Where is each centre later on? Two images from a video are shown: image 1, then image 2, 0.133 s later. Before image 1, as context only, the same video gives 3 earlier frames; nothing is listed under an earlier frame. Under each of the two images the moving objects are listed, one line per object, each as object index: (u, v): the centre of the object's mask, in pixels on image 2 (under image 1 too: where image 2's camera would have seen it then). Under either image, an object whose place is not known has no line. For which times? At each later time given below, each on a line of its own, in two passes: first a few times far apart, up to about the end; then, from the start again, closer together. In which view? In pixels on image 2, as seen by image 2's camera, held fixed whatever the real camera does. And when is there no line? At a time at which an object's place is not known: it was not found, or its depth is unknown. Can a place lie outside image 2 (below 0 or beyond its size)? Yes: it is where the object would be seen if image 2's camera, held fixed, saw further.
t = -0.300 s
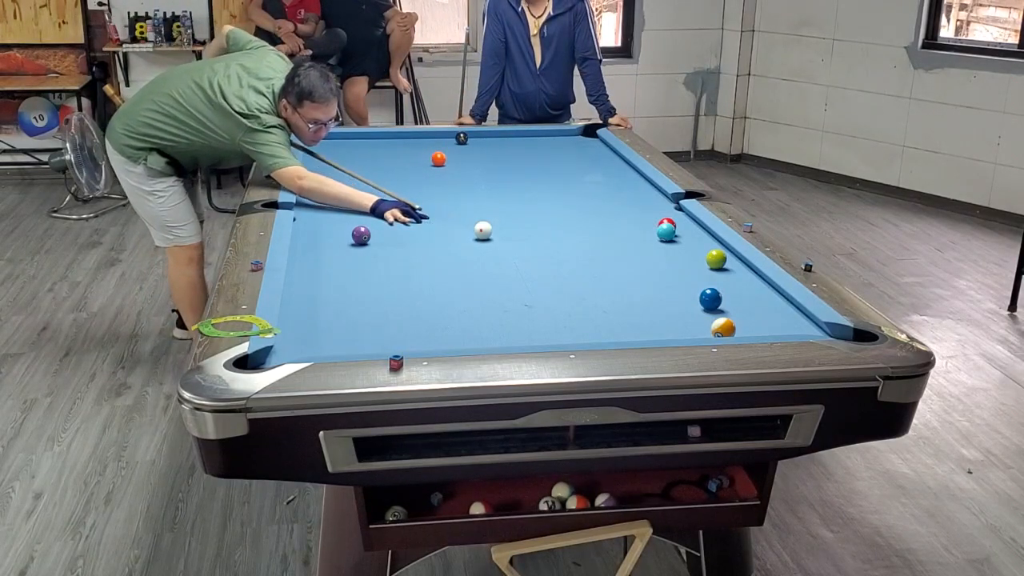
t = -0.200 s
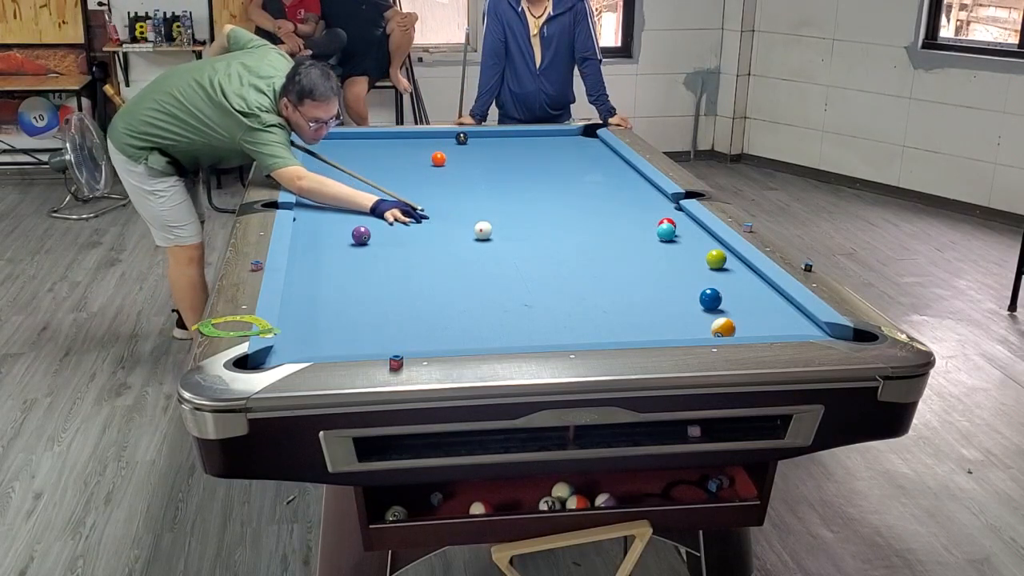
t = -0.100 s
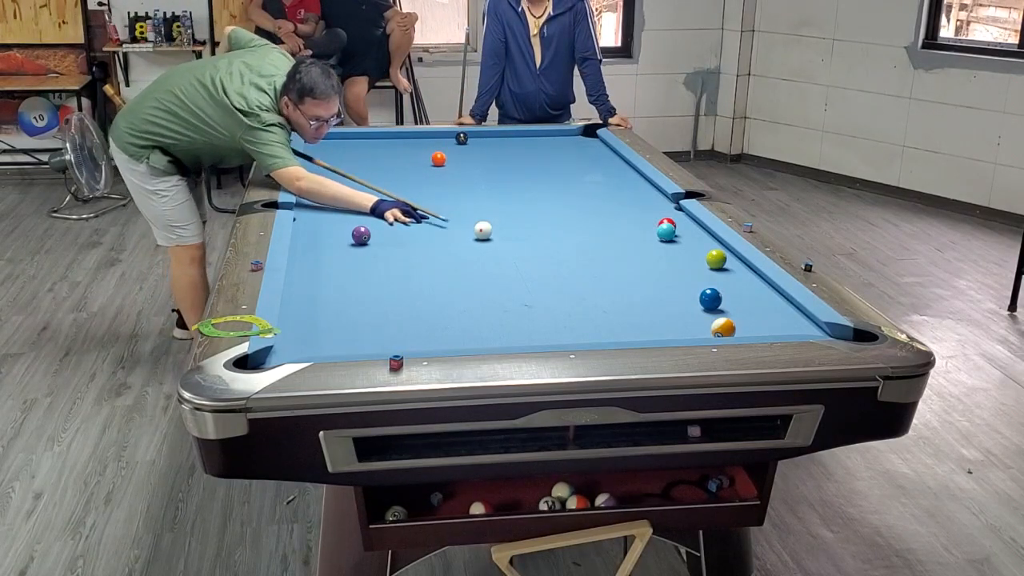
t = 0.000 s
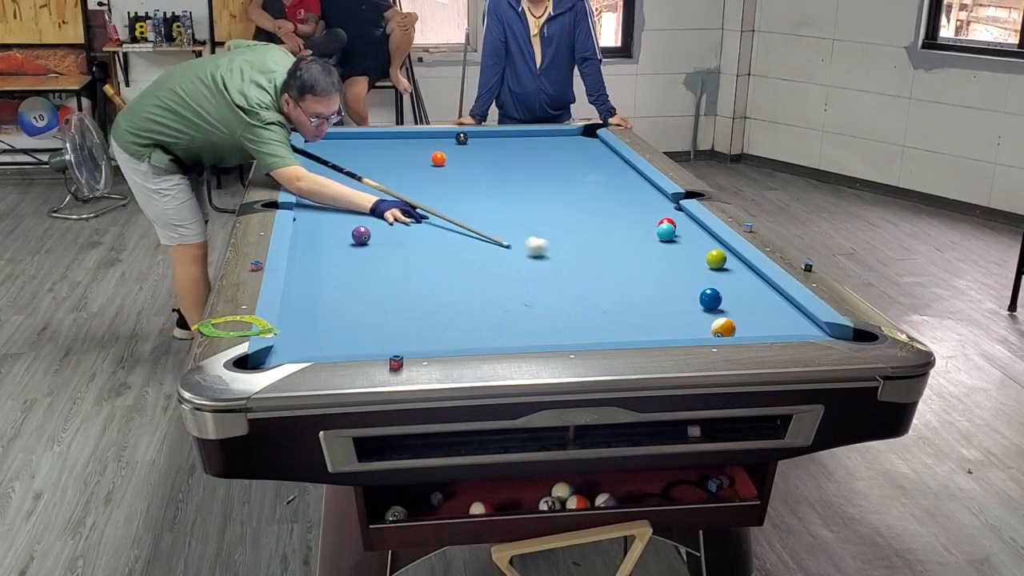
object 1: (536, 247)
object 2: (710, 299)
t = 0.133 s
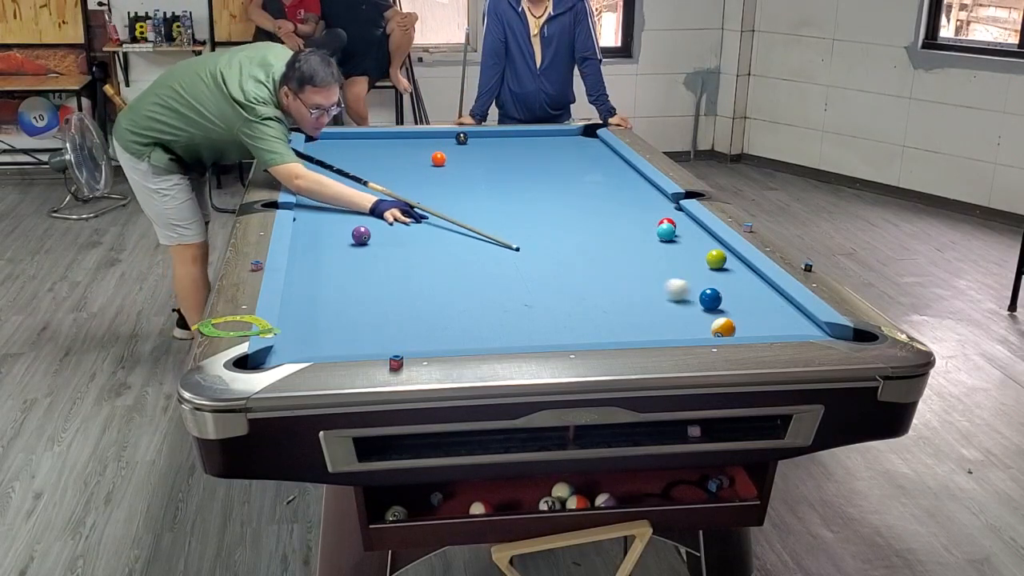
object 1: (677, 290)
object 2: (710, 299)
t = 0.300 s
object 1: (679, 295)
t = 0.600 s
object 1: (635, 290)
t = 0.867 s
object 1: (599, 285)
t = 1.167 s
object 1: (561, 280)
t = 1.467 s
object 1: (527, 276)
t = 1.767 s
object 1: (495, 272)
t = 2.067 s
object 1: (466, 268)
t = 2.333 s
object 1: (442, 265)
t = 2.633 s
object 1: (419, 261)
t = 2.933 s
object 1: (397, 258)
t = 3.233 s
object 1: (377, 255)
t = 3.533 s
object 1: (360, 253)
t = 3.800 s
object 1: (346, 251)
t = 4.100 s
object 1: (332, 249)
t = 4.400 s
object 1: (319, 247)
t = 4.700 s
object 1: (309, 246)
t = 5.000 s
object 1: (300, 244)
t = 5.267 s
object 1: (302, 244)
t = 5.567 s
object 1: (304, 243)
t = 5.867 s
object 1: (304, 243)
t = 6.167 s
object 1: (304, 243)
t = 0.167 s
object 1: (690, 294)
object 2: (736, 304)
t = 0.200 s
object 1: (688, 295)
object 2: (780, 316)
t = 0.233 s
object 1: (686, 295)
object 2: (821, 326)
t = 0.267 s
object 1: (682, 296)
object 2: (844, 334)
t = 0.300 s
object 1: (679, 295)
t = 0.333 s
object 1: (674, 295)
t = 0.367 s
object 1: (669, 294)
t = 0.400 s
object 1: (664, 294)
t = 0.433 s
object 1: (659, 293)
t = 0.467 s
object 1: (654, 292)
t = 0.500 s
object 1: (649, 292)
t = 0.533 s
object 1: (644, 291)
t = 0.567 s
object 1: (639, 290)
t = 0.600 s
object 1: (635, 290)
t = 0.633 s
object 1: (630, 289)
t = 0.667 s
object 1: (625, 288)
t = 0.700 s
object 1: (621, 288)
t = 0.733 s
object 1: (616, 287)
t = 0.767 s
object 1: (612, 287)
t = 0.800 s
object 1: (607, 286)
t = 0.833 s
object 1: (603, 286)
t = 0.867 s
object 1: (599, 285)
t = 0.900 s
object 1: (594, 284)
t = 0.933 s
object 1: (590, 284)
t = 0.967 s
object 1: (586, 283)
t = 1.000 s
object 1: (581, 283)
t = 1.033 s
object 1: (577, 282)
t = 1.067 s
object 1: (573, 282)
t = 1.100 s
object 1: (569, 281)
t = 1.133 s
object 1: (565, 281)
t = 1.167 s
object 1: (561, 280)
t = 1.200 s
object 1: (557, 280)
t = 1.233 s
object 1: (553, 279)
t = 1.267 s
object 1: (549, 278)
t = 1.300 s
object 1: (545, 278)
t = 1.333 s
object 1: (541, 277)
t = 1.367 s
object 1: (538, 277)
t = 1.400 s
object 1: (534, 277)
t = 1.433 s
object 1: (531, 276)
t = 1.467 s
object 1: (527, 276)
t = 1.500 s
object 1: (523, 275)
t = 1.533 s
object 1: (520, 275)
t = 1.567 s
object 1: (516, 274)
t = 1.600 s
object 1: (513, 274)
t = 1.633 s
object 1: (509, 273)
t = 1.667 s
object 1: (505, 273)
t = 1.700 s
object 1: (502, 272)
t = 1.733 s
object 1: (499, 272)
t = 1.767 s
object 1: (495, 272)
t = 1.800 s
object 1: (492, 271)
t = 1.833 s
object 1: (488, 271)
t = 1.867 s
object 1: (485, 270)
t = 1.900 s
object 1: (482, 270)
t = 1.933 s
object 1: (479, 270)
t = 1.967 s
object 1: (476, 269)
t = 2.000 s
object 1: (473, 269)
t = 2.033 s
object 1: (470, 268)
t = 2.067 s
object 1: (466, 268)
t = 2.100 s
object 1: (463, 268)
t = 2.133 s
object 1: (460, 267)
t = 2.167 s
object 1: (457, 267)
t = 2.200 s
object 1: (454, 266)
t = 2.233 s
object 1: (451, 266)
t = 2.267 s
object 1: (448, 265)
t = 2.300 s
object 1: (446, 265)
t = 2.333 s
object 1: (442, 265)
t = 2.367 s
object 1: (440, 264)
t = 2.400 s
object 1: (437, 264)
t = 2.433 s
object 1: (434, 264)
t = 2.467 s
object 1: (432, 263)
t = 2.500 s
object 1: (429, 263)
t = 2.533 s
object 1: (427, 262)
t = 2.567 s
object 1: (424, 262)
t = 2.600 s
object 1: (421, 261)
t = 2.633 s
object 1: (419, 261)
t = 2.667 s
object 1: (416, 261)
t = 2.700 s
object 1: (414, 260)
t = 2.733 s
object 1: (412, 260)
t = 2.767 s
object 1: (409, 260)
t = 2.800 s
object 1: (407, 259)
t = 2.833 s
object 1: (404, 259)
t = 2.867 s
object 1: (402, 259)
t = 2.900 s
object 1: (399, 259)
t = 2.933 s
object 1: (397, 258)
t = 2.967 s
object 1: (395, 258)
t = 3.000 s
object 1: (393, 258)
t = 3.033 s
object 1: (390, 257)
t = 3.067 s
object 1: (388, 257)
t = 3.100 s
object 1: (386, 256)
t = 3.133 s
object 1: (384, 257)
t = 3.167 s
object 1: (382, 256)
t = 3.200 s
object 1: (380, 256)
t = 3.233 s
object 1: (377, 255)
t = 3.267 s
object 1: (376, 255)
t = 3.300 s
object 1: (373, 255)
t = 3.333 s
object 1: (371, 254)
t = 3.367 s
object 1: (370, 254)
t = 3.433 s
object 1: (366, 254)
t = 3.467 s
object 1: (364, 254)
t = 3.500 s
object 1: (362, 253)
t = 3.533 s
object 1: (360, 253)
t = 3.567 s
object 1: (358, 253)
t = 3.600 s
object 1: (356, 252)
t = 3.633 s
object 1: (355, 252)
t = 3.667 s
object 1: (352, 252)
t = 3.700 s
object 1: (351, 252)
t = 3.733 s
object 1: (349, 251)
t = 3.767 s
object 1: (347, 251)
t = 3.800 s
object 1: (346, 251)
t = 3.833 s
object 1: (344, 251)
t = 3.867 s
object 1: (343, 251)
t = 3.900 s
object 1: (341, 250)
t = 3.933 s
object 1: (340, 250)
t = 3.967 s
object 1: (338, 250)
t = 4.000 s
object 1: (336, 250)
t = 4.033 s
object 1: (335, 249)
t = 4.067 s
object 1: (333, 249)
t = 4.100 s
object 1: (332, 249)
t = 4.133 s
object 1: (331, 249)
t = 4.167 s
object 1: (329, 248)
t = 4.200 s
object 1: (328, 248)
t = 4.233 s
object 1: (326, 248)
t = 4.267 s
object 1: (324, 248)
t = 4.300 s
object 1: (322, 248)
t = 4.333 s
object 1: (321, 247)
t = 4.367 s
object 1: (320, 247)
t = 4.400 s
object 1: (319, 247)
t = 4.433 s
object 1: (318, 247)
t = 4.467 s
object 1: (316, 247)
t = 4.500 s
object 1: (315, 247)
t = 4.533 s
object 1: (314, 246)
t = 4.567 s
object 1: (313, 246)
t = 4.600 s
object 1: (312, 246)
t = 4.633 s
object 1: (311, 246)
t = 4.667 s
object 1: (310, 246)
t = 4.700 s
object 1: (309, 246)
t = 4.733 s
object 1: (307, 246)
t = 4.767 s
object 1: (307, 245)
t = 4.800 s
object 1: (306, 245)
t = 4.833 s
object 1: (305, 245)
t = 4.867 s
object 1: (304, 245)
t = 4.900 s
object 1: (303, 245)
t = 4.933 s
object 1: (302, 245)
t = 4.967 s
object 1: (301, 244)
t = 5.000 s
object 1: (300, 244)
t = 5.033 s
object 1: (300, 244)
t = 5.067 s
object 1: (300, 244)
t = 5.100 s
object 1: (300, 244)
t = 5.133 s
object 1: (301, 244)
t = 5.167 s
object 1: (301, 244)
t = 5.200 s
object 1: (301, 244)
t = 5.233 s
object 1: (302, 244)
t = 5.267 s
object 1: (302, 244)
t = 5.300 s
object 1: (302, 244)
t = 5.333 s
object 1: (303, 244)
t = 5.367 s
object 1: (303, 244)
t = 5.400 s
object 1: (303, 243)
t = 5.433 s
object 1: (303, 243)
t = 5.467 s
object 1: (304, 243)
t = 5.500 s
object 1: (304, 243)
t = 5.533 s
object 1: (304, 243)
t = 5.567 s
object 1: (304, 243)
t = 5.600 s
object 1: (304, 243)
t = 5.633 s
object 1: (304, 243)
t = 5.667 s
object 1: (304, 243)
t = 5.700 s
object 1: (304, 243)
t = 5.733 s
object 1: (304, 243)
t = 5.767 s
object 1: (304, 243)
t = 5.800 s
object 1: (304, 243)
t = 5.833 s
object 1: (304, 243)
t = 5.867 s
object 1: (304, 243)
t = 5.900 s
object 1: (304, 243)
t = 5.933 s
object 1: (304, 243)
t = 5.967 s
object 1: (304, 243)
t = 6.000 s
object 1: (304, 243)
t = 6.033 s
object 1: (304, 243)
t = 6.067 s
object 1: (304, 243)
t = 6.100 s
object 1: (304, 243)
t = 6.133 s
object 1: (304, 243)
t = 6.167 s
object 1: (304, 243)
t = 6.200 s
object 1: (304, 243)
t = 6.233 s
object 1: (304, 243)
